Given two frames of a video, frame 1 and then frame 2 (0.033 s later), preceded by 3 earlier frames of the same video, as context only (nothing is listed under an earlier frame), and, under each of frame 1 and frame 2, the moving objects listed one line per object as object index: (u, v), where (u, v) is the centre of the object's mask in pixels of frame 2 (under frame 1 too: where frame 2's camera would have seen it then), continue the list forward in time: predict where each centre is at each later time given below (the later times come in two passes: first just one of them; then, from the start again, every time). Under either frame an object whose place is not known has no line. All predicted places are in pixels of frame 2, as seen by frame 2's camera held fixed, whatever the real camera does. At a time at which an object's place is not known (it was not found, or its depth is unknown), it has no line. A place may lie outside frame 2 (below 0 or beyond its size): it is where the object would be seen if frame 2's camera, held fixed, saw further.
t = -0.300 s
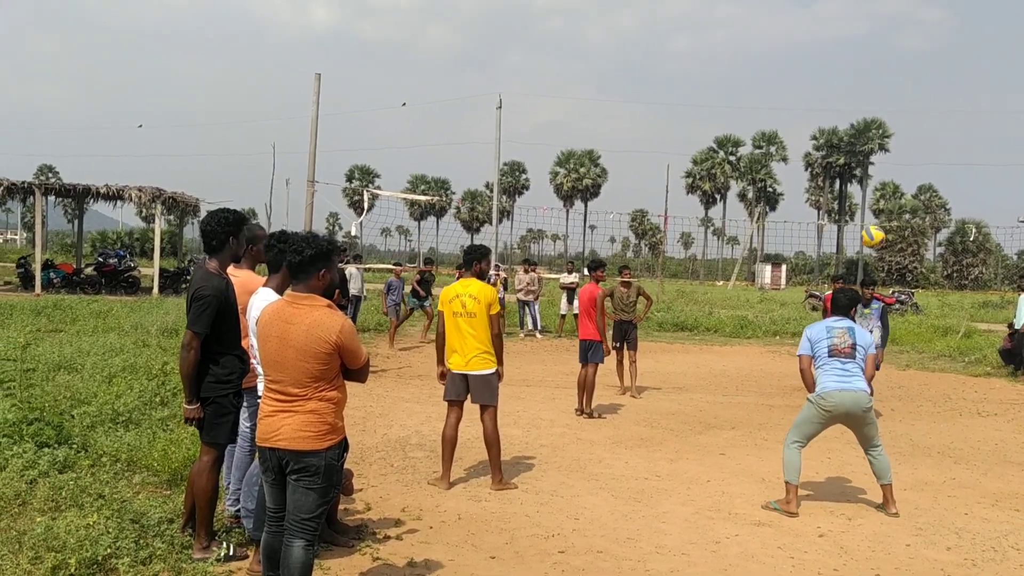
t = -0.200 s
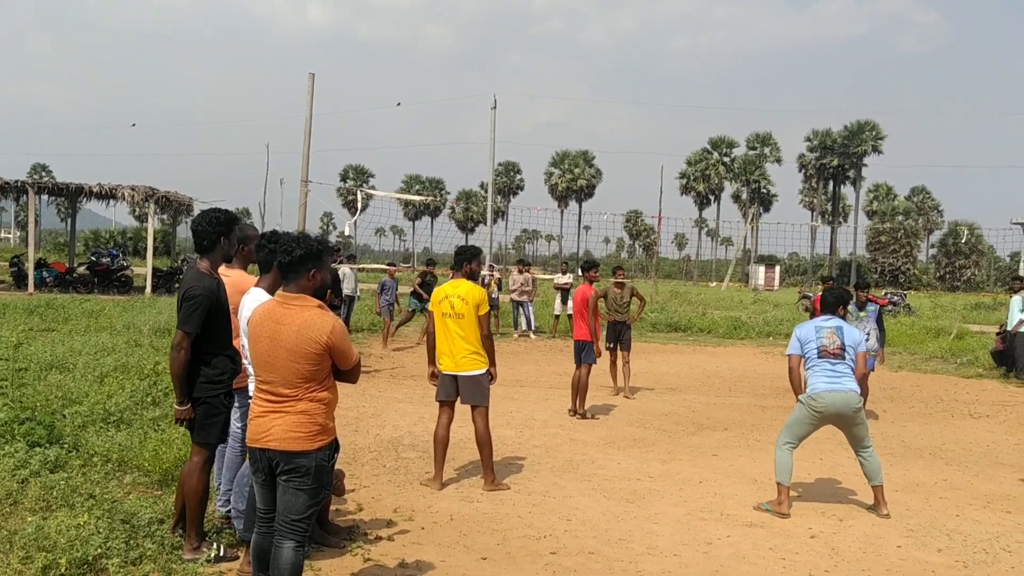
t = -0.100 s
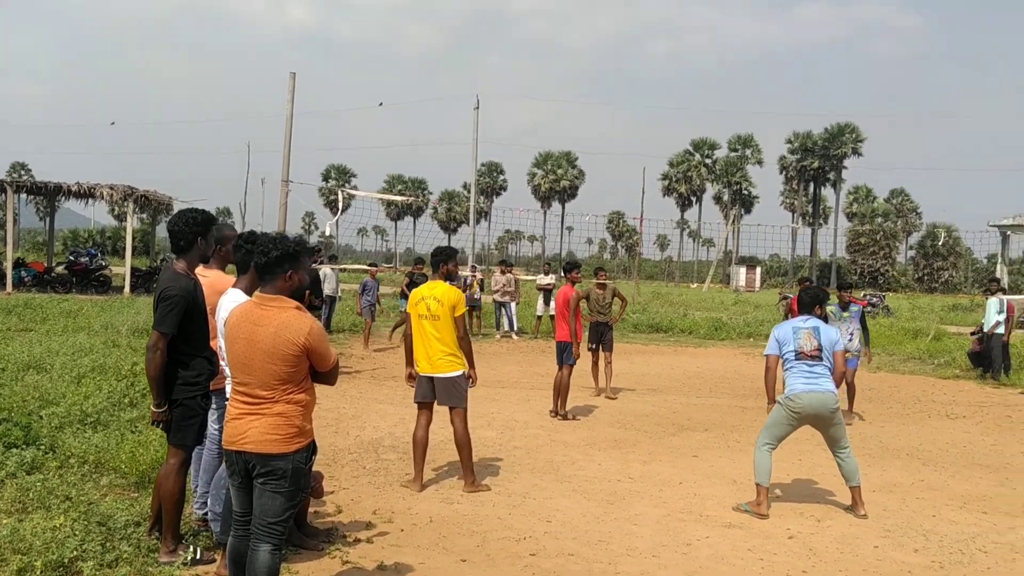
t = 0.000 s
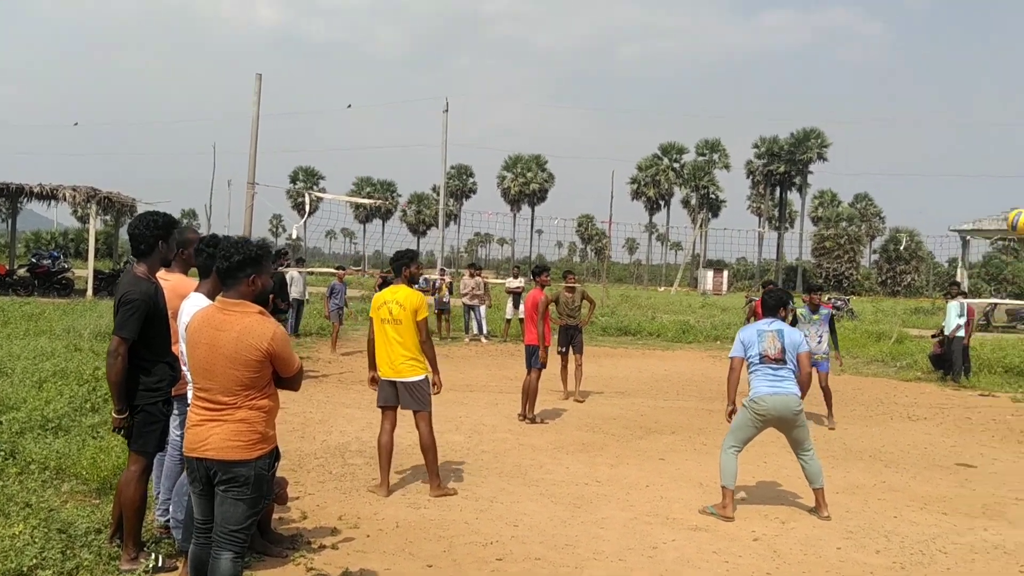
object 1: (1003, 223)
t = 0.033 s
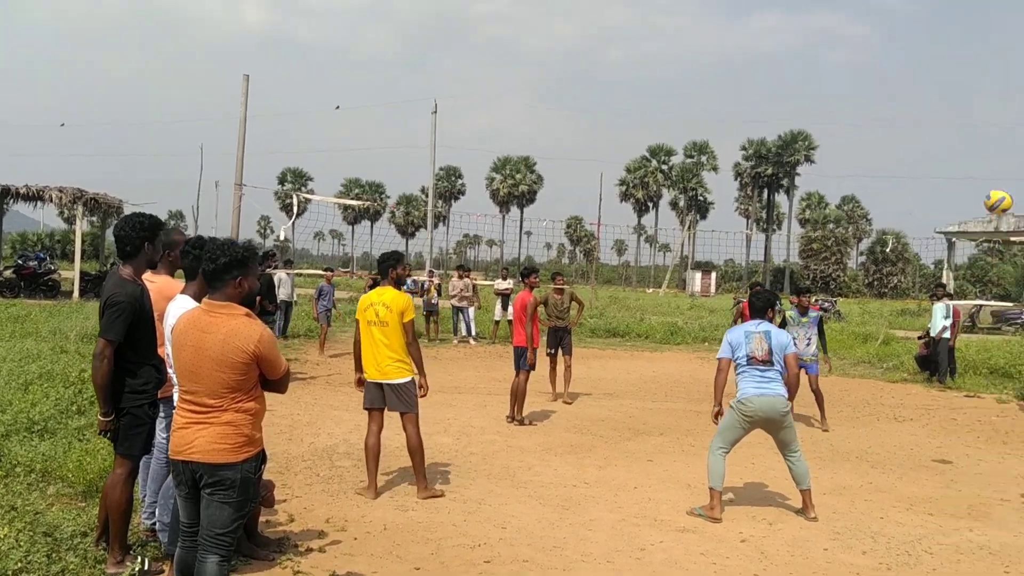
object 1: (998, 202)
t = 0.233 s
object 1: (948, 108)
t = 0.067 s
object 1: (989, 182)
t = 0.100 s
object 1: (980, 164)
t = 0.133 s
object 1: (972, 148)
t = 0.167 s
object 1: (963, 133)
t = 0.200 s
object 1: (956, 120)
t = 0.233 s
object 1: (948, 108)
